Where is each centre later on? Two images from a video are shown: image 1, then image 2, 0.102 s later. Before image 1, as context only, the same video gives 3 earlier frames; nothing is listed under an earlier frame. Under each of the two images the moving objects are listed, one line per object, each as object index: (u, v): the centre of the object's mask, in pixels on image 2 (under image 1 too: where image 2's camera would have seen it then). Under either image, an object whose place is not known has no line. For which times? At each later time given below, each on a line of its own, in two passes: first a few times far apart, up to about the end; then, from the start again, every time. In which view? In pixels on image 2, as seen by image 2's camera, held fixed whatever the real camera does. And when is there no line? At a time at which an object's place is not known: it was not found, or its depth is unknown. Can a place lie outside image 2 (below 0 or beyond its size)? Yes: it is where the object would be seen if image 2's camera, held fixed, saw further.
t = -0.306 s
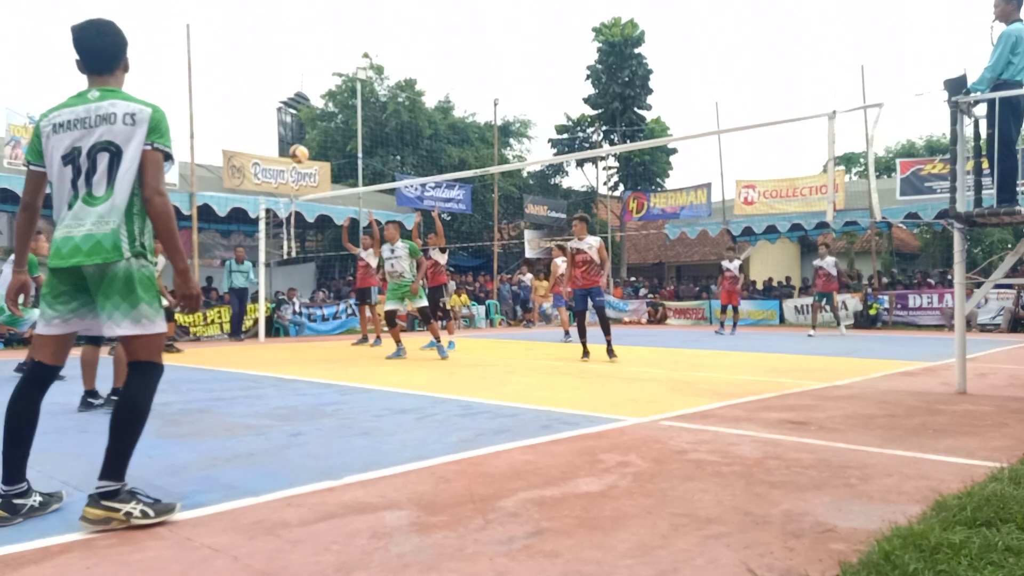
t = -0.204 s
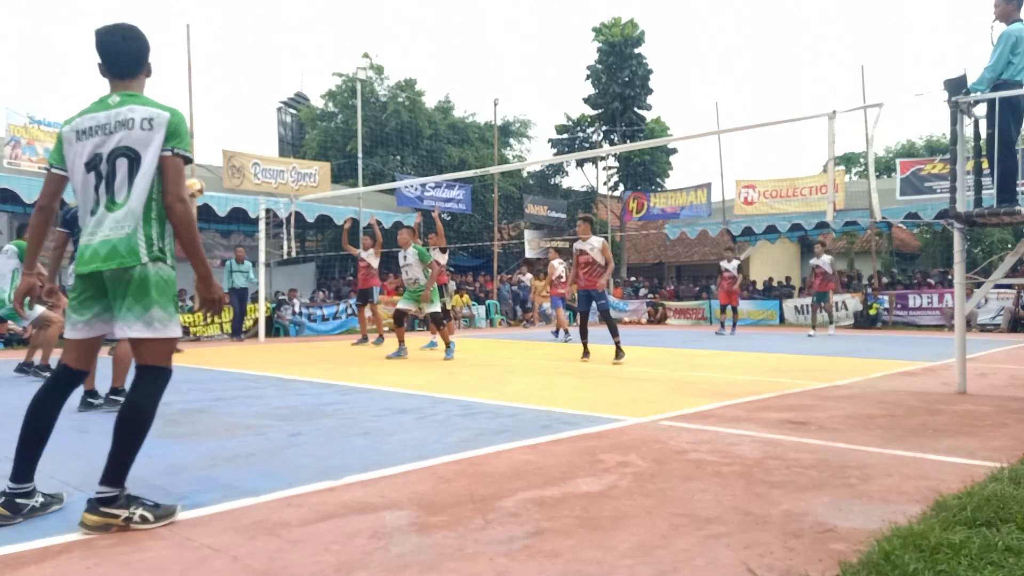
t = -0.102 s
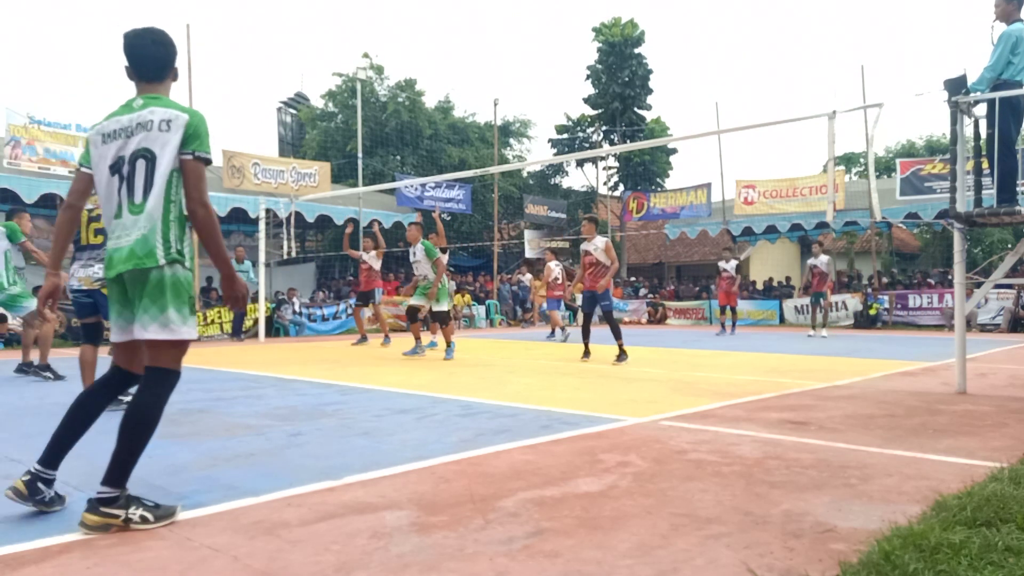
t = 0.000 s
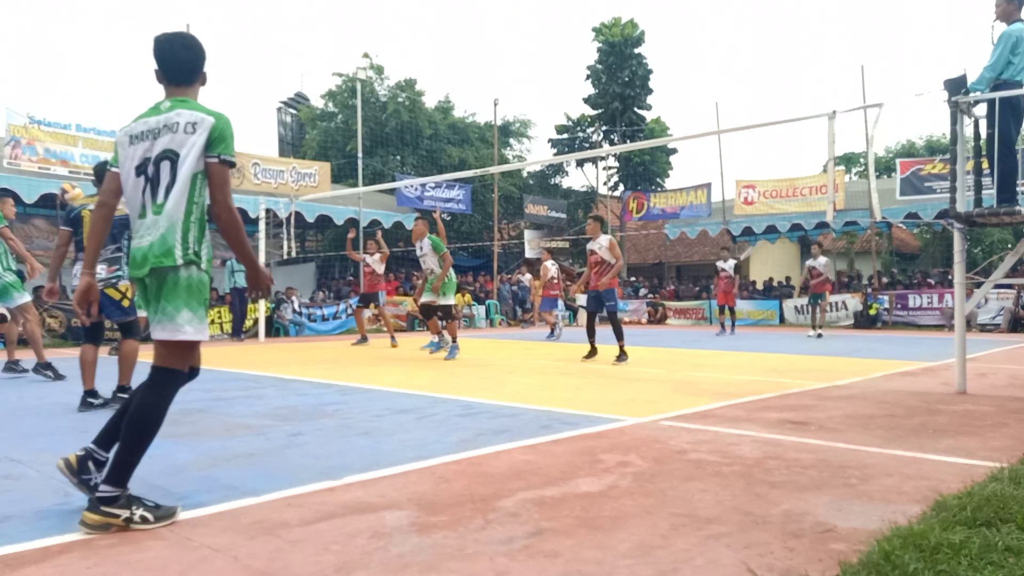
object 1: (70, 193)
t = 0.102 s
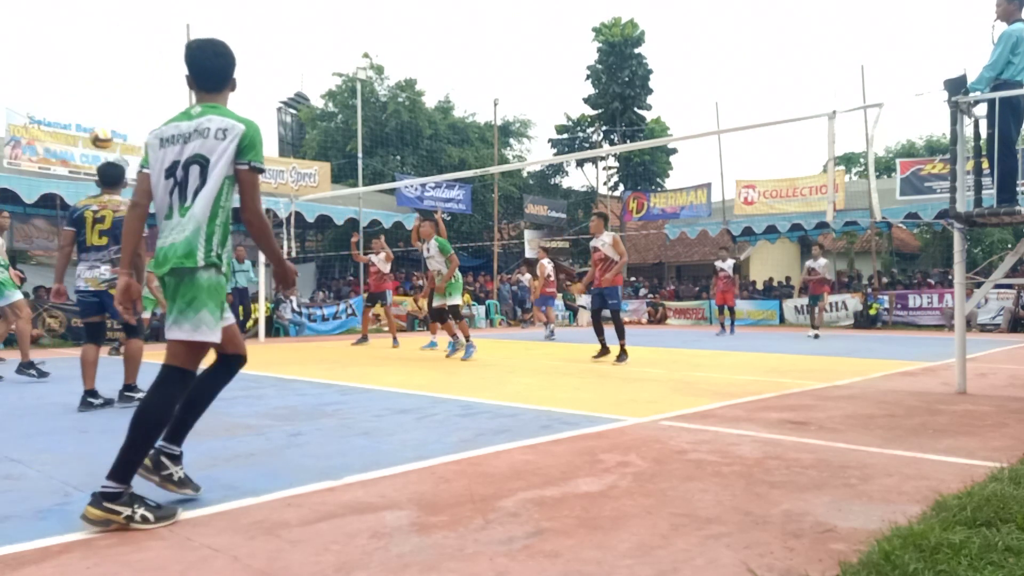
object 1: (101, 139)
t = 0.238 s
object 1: (139, 85)
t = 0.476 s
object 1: (197, 38)
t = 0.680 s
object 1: (244, 40)
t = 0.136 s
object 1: (111, 124)
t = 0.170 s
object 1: (121, 110)
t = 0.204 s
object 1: (130, 97)
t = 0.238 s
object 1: (139, 85)
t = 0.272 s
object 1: (148, 74)
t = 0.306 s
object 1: (157, 65)
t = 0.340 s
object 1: (165, 57)
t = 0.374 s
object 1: (174, 51)
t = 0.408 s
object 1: (182, 45)
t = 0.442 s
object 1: (190, 42)
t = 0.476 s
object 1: (197, 38)
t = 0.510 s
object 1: (206, 36)
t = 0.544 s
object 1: (214, 35)
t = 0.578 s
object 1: (222, 35)
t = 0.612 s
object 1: (229, 35)
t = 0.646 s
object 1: (237, 37)
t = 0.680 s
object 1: (244, 40)
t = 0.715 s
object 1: (251, 43)
